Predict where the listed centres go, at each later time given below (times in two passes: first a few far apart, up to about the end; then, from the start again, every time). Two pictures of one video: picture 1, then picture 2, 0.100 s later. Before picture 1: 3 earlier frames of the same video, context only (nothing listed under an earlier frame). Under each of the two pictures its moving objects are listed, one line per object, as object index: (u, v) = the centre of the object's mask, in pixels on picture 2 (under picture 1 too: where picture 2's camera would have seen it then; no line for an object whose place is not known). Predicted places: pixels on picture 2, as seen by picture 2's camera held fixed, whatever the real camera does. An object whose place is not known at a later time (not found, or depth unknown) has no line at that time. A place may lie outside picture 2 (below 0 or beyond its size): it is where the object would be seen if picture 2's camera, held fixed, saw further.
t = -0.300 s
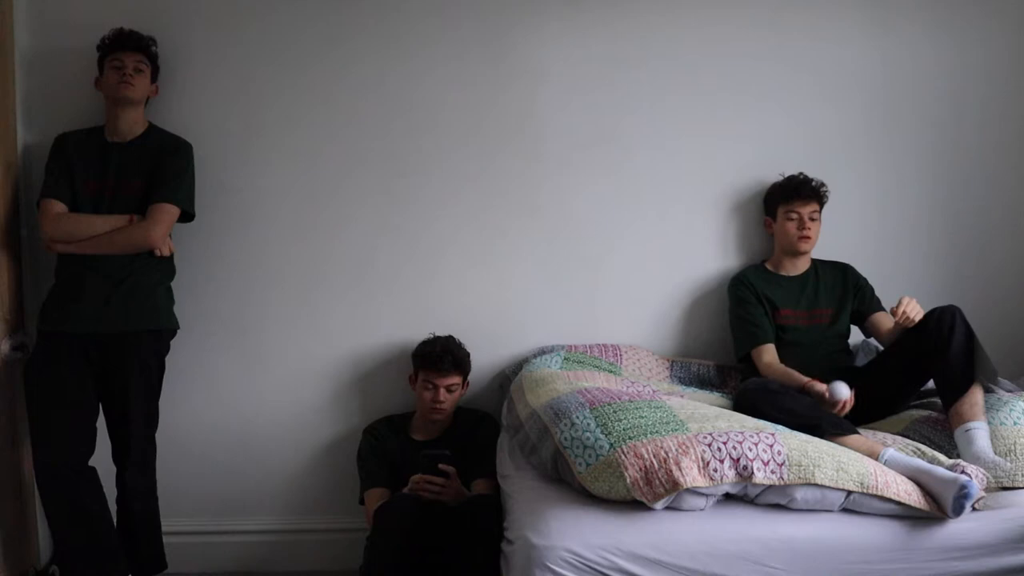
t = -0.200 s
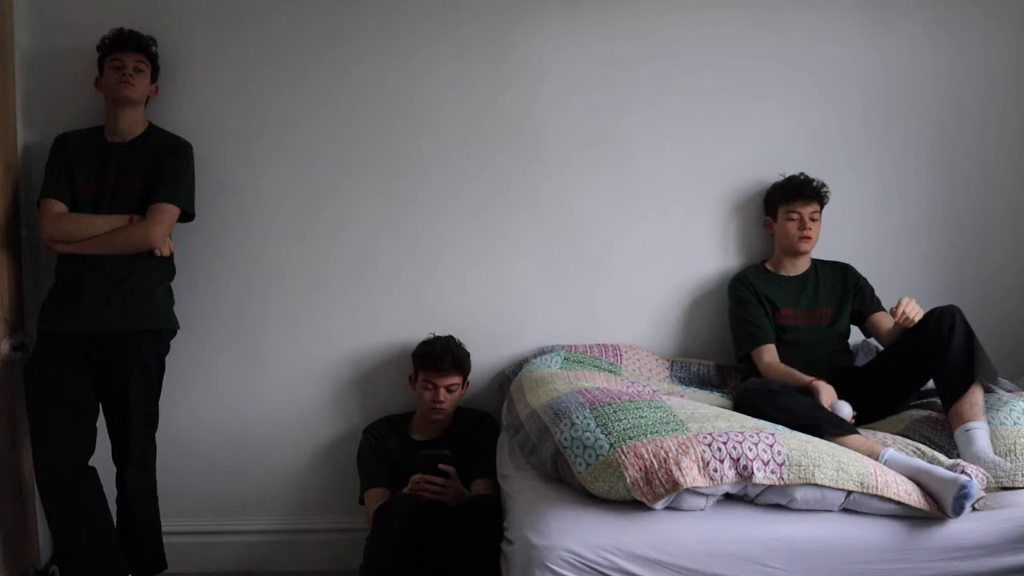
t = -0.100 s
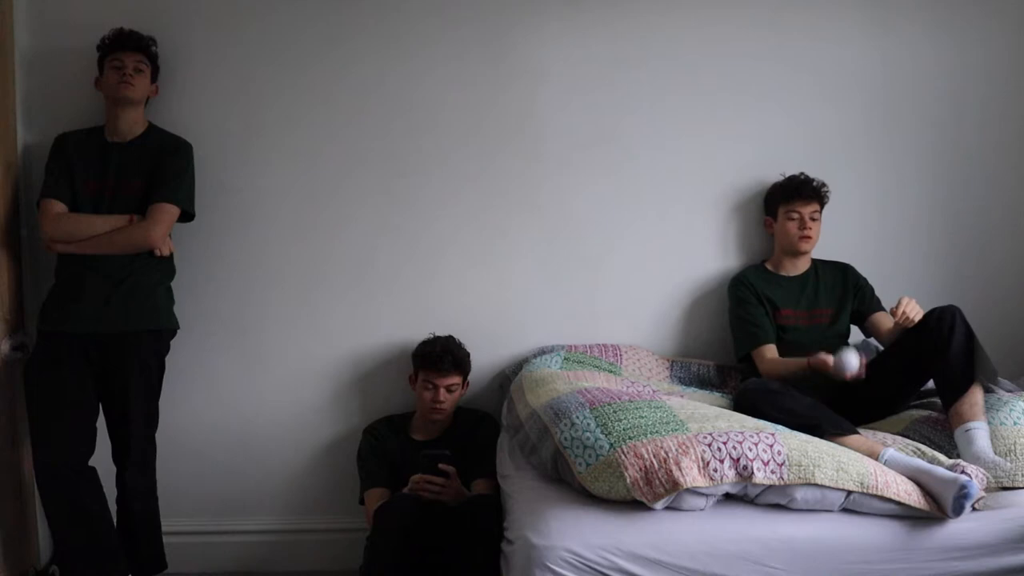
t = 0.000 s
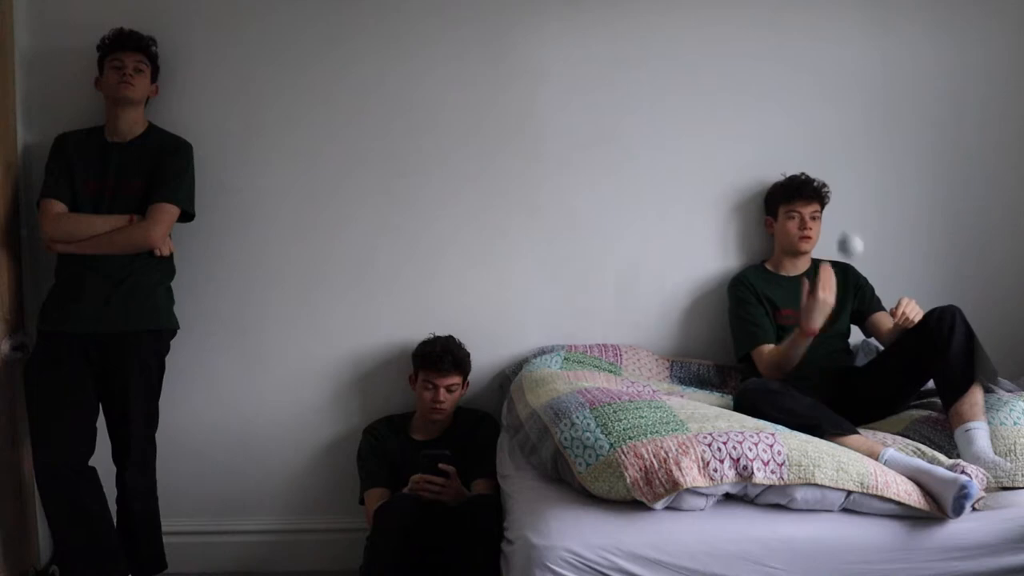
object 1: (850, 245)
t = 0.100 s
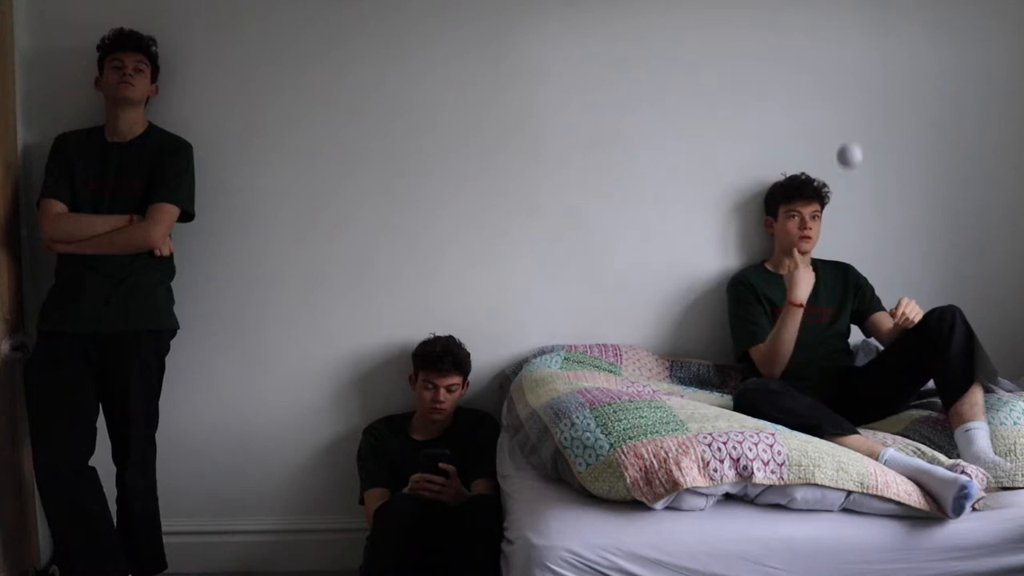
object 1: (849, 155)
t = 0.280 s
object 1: (846, 87)
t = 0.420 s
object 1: (843, 114)
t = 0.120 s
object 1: (849, 142)
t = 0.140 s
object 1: (848, 130)
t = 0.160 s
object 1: (848, 120)
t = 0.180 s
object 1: (848, 111)
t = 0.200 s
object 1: (847, 103)
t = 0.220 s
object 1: (847, 97)
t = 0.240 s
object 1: (847, 92)
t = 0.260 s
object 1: (846, 89)
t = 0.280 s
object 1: (846, 87)
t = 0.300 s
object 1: (845, 87)
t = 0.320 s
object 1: (845, 88)
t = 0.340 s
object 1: (845, 91)
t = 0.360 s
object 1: (844, 94)
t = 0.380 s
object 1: (844, 100)
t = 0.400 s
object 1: (844, 106)
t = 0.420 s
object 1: (843, 114)
